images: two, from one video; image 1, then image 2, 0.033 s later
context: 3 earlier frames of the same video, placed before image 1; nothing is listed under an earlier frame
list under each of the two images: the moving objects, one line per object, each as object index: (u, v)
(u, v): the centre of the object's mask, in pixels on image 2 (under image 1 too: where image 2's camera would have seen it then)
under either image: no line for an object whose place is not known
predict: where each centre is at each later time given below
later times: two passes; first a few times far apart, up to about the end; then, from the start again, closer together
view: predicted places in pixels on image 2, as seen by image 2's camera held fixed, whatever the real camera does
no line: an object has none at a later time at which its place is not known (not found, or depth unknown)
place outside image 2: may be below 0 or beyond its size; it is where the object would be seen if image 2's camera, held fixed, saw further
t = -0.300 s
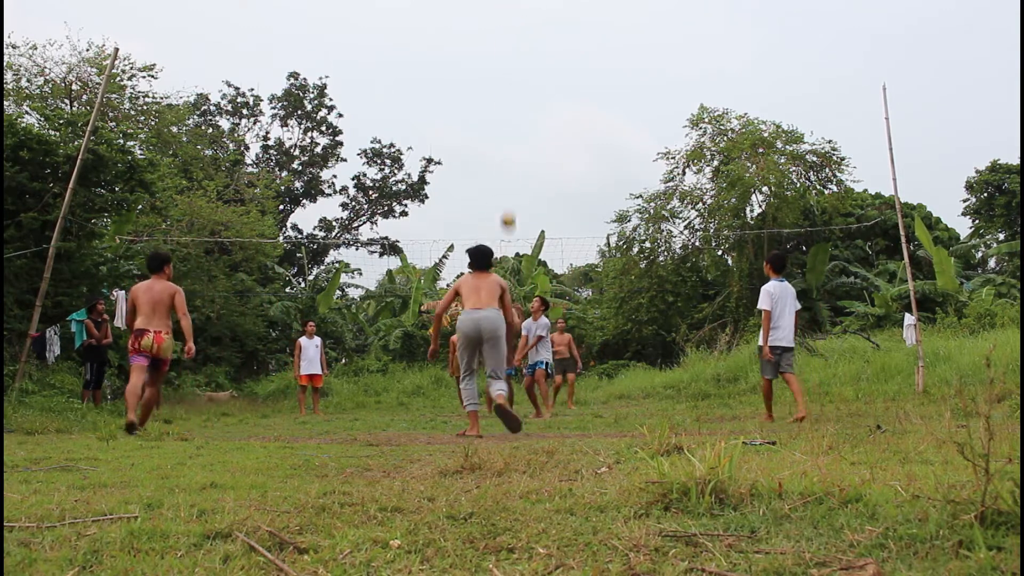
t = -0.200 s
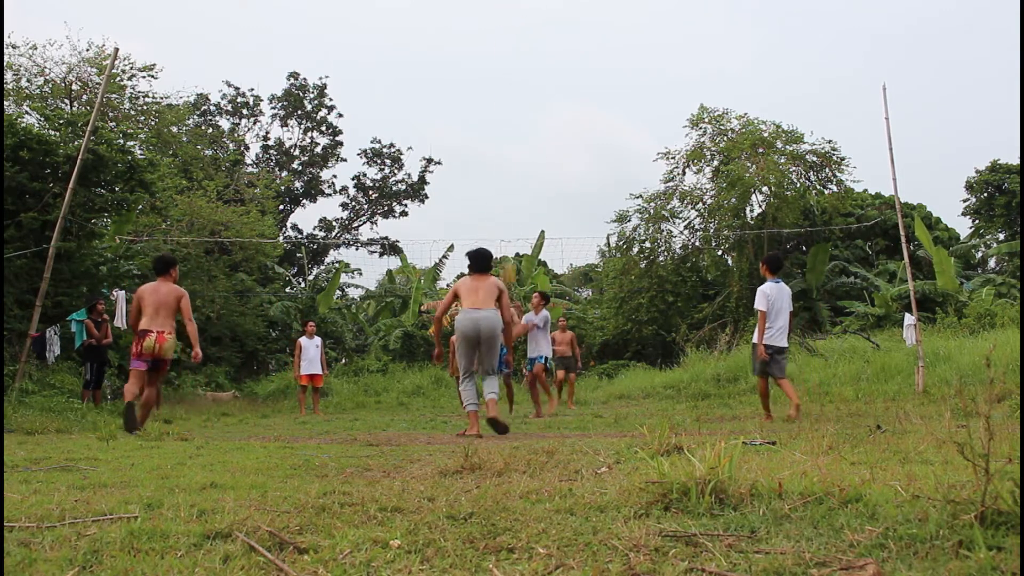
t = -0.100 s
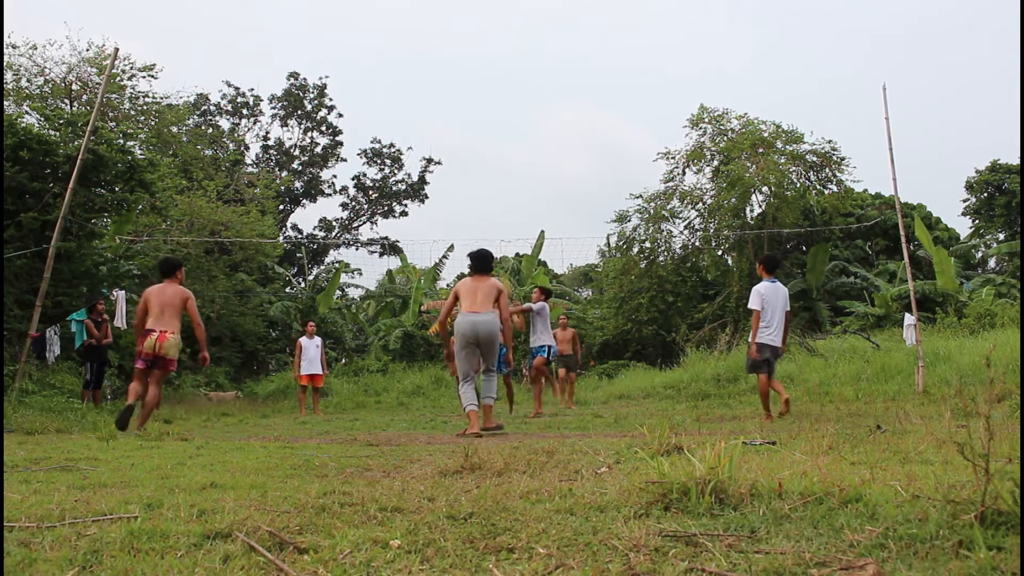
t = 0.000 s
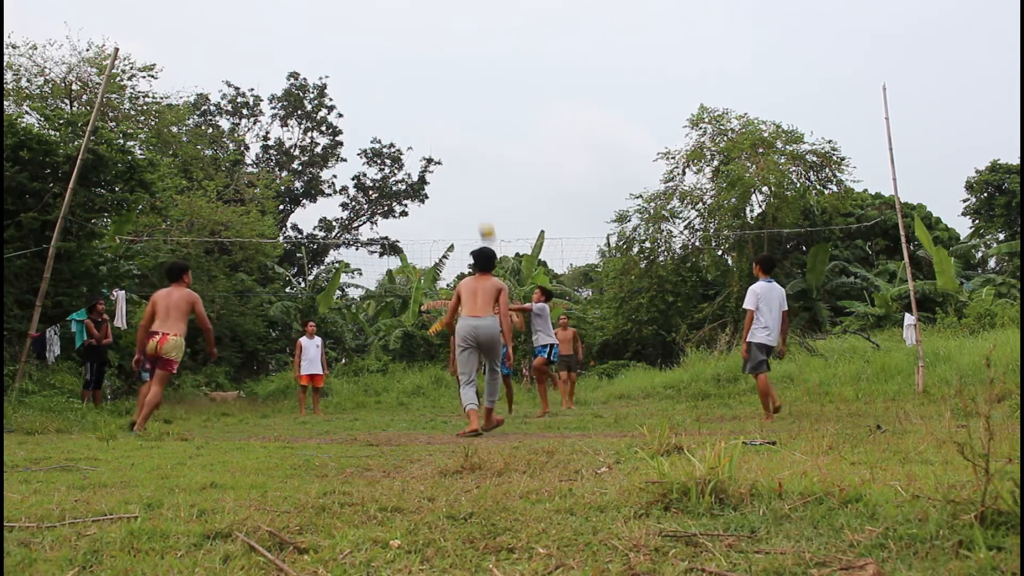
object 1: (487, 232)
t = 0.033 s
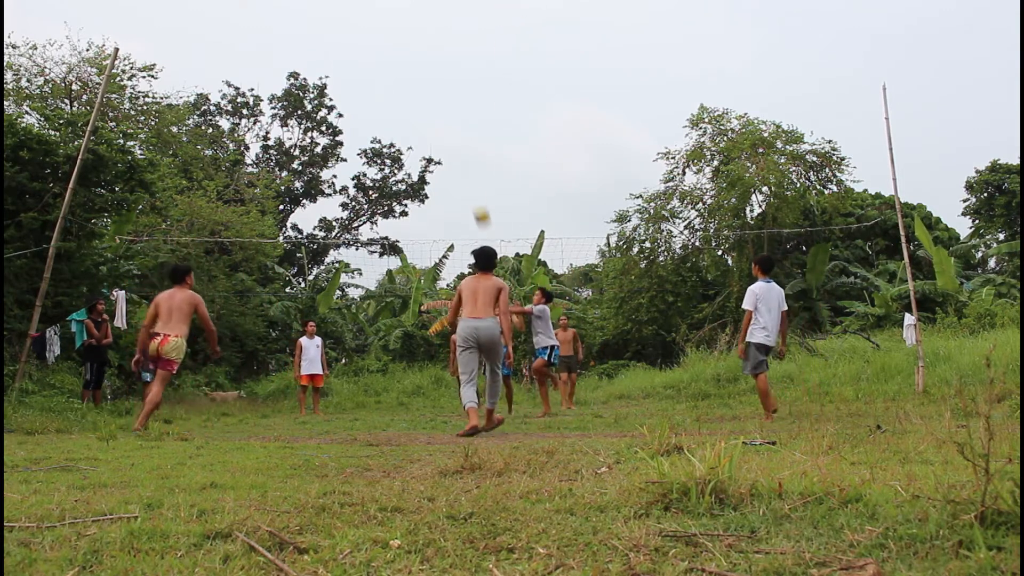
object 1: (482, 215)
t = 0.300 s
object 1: (442, 116)
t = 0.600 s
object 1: (398, 73)
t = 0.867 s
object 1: (359, 95)
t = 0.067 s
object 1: (476, 200)
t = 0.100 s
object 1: (472, 185)
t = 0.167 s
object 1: (462, 159)
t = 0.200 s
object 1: (457, 147)
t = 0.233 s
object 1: (452, 136)
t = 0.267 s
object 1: (447, 127)
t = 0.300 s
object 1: (442, 116)
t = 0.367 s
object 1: (432, 100)
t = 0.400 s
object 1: (427, 94)
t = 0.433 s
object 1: (423, 88)
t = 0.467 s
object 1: (418, 83)
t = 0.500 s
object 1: (413, 79)
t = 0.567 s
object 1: (403, 74)
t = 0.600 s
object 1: (398, 73)
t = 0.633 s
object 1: (394, 72)
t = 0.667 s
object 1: (388, 72)
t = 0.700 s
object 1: (384, 74)
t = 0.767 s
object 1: (374, 79)
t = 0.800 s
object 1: (369, 83)
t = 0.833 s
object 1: (364, 89)
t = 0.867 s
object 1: (359, 95)
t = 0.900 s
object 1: (354, 102)
